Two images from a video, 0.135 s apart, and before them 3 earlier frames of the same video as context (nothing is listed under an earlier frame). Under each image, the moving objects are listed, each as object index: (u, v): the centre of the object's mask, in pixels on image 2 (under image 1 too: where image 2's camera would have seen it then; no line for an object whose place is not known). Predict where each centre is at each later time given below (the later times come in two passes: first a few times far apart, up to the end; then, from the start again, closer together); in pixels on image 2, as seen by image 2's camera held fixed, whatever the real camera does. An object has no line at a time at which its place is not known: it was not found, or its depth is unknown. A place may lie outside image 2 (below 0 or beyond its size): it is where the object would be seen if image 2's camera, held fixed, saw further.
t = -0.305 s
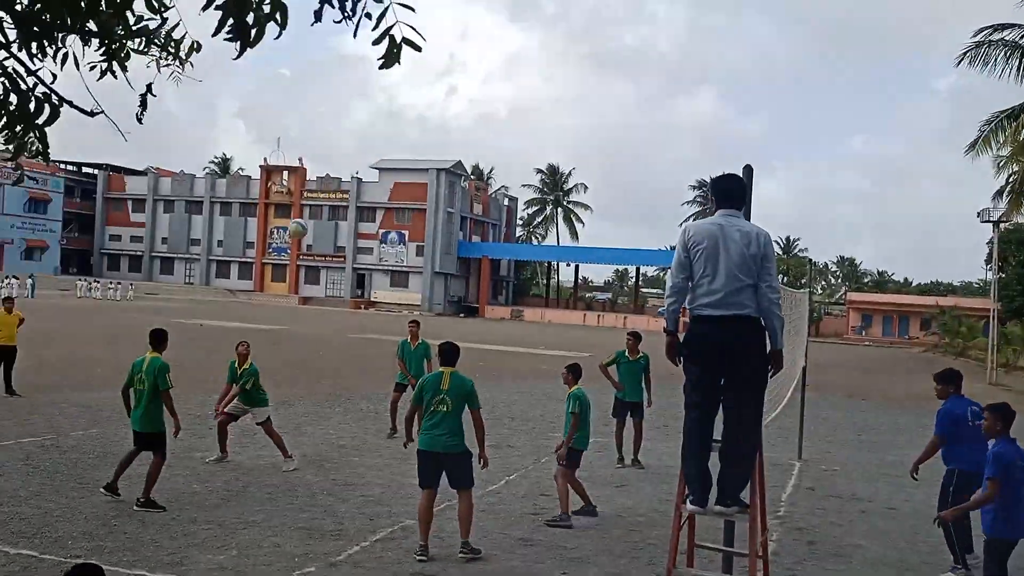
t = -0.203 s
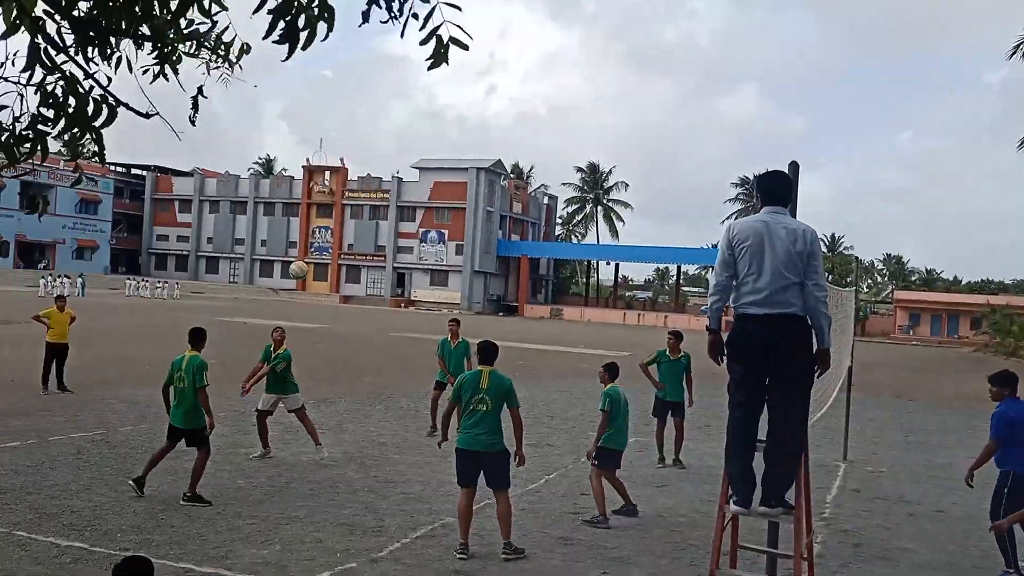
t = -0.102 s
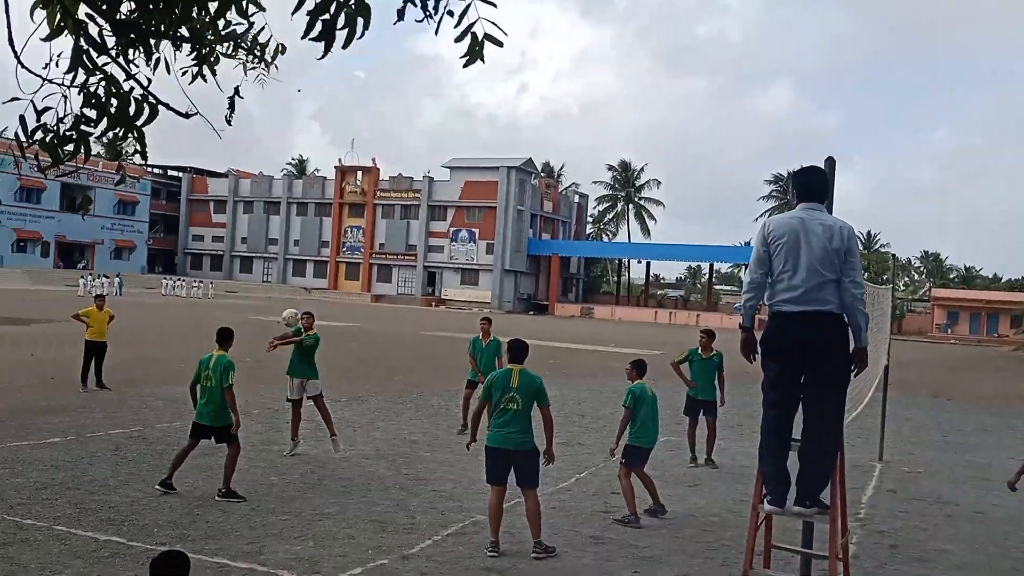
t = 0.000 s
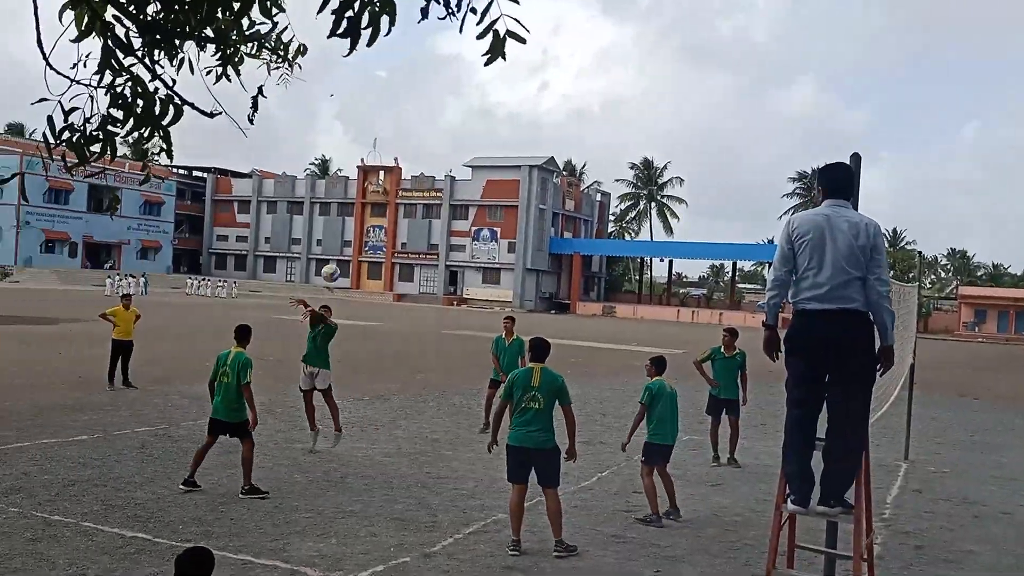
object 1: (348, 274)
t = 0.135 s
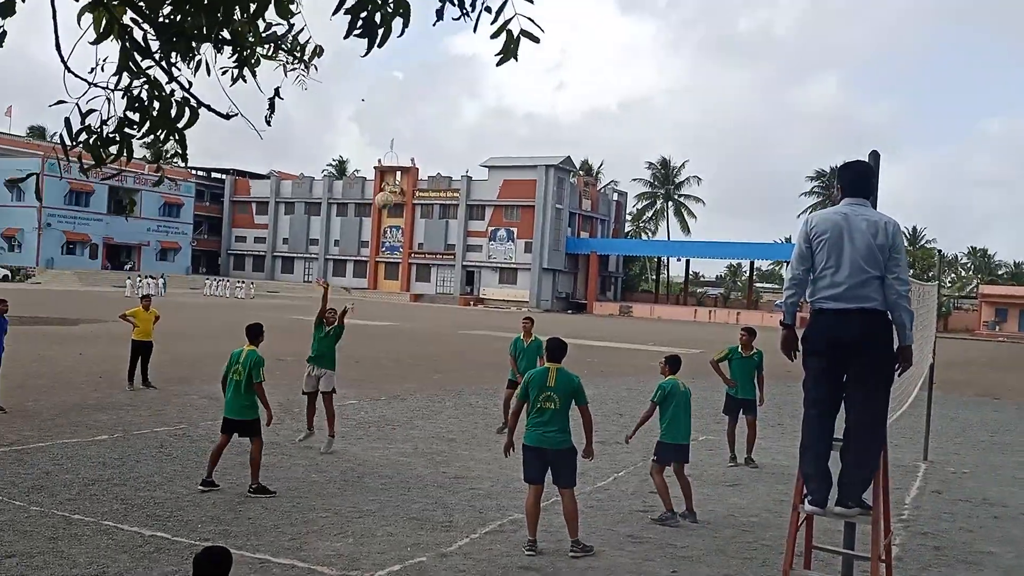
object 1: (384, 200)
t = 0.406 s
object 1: (458, 96)
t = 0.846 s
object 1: (576, 58)
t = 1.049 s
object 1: (624, 101)
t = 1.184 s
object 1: (654, 152)
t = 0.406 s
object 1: (458, 96)
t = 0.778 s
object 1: (562, 51)
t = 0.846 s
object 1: (576, 58)
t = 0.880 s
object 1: (585, 62)
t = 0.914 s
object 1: (592, 68)
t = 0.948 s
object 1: (600, 75)
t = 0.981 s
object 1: (607, 83)
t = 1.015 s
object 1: (615, 91)
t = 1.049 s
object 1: (624, 101)
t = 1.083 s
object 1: (633, 112)
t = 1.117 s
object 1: (640, 124)
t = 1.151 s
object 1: (646, 138)
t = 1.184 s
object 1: (654, 152)
